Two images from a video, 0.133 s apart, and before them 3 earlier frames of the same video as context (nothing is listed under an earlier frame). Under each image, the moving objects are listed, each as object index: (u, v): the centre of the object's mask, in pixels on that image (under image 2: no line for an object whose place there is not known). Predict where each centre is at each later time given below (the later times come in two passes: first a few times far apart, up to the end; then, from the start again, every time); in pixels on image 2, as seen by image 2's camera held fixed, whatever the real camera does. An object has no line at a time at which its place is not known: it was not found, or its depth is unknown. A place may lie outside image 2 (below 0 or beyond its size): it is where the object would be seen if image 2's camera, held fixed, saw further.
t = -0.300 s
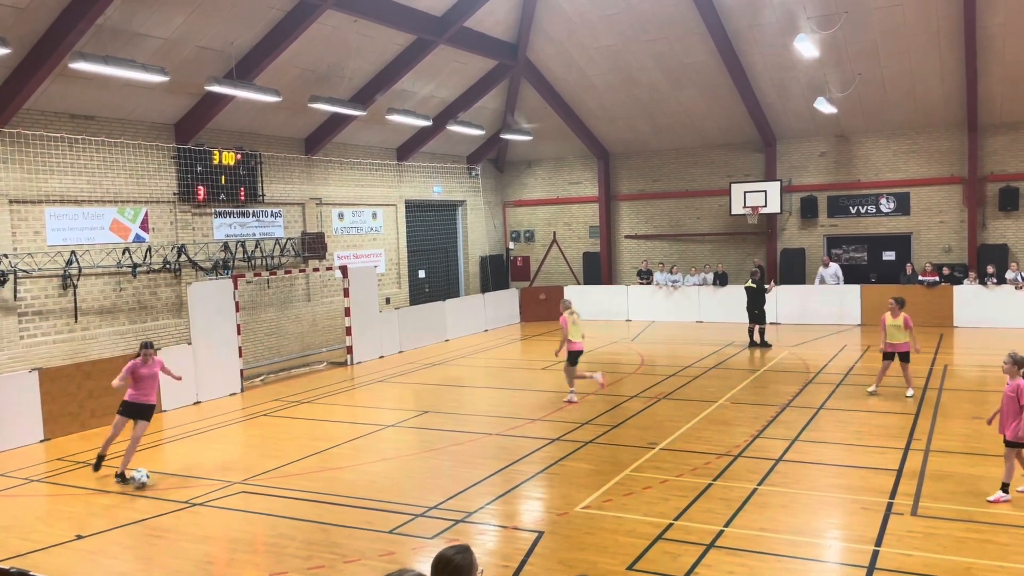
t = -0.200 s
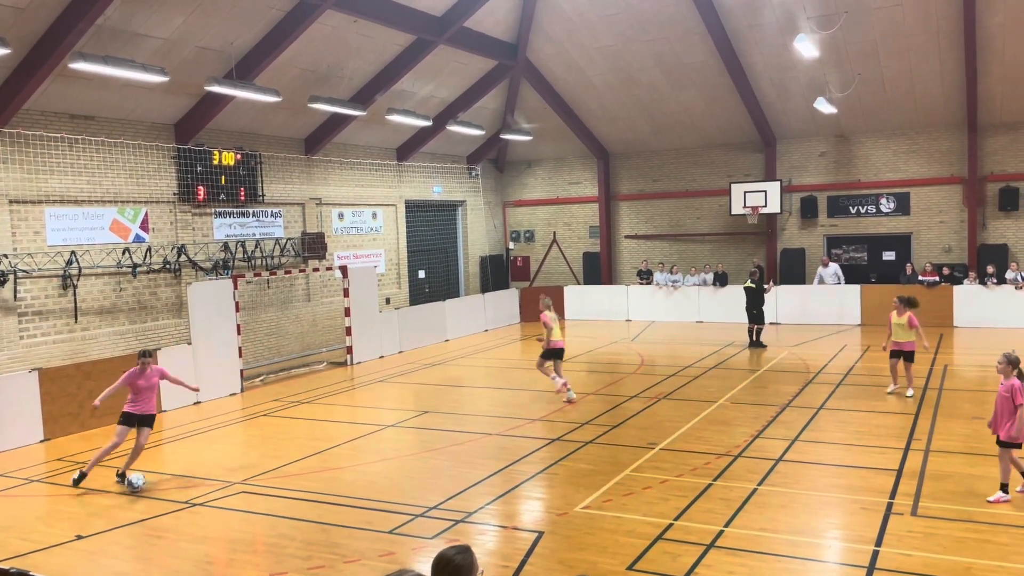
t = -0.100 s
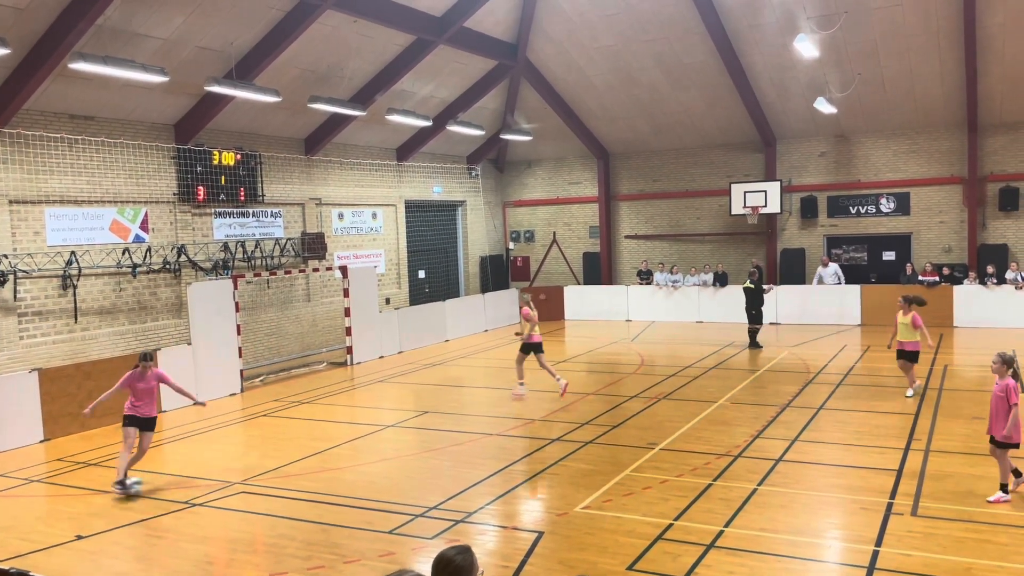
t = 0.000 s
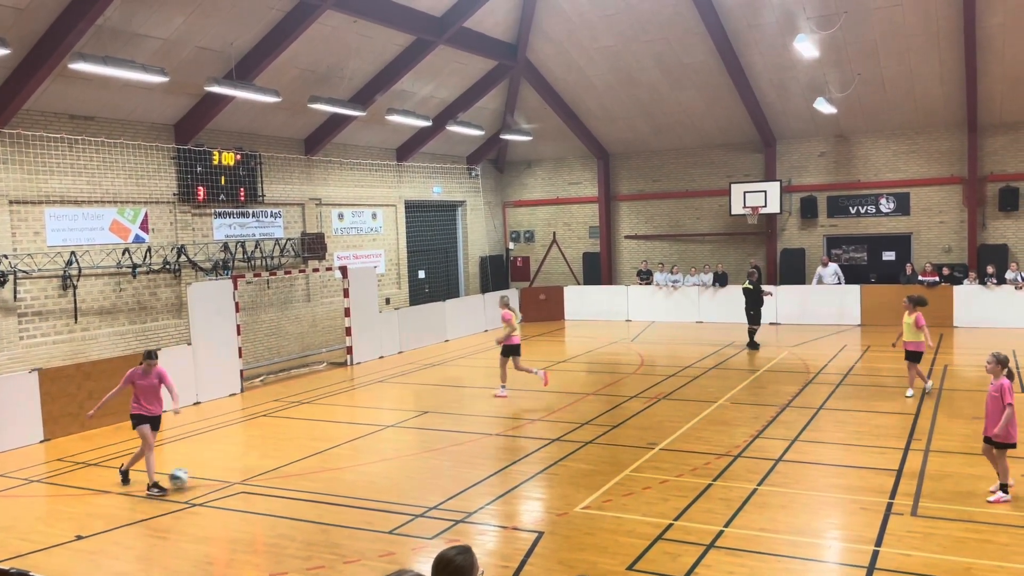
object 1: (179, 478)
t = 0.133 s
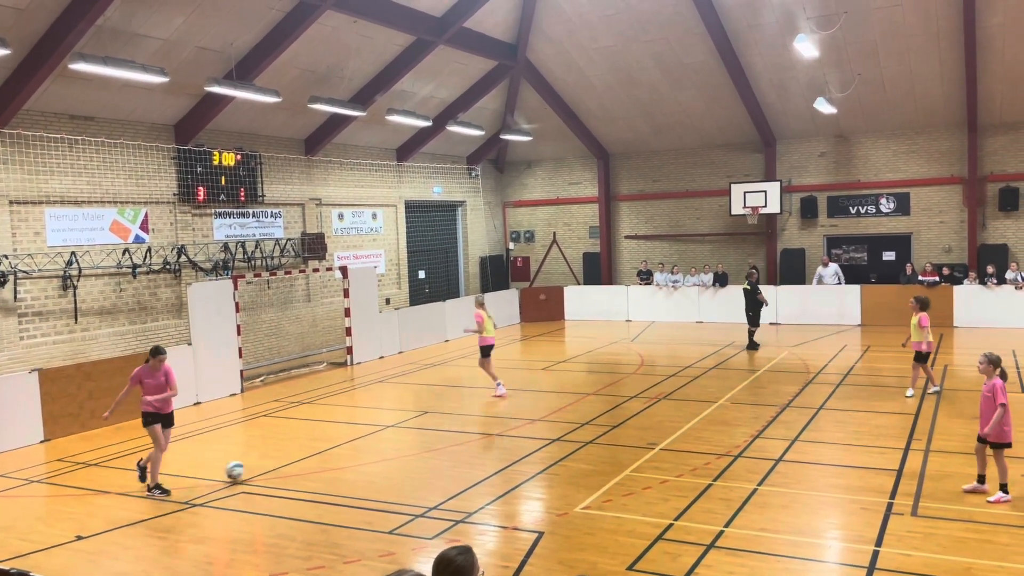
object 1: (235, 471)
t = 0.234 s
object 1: (270, 467)
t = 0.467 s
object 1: (342, 457)
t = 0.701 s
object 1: (409, 448)
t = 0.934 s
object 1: (468, 439)
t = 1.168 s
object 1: (524, 432)
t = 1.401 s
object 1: (576, 425)
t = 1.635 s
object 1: (624, 418)
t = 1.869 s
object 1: (669, 412)
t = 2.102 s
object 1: (711, 407)
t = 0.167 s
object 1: (247, 470)
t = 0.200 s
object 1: (258, 470)
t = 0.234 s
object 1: (270, 467)
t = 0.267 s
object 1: (281, 464)
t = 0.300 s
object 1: (292, 464)
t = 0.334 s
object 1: (302, 463)
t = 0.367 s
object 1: (312, 461)
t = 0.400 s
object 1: (322, 459)
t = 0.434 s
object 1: (333, 458)
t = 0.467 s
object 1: (342, 457)
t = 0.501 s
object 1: (353, 455)
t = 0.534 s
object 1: (362, 454)
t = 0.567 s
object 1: (371, 452)
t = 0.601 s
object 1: (381, 451)
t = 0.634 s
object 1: (390, 451)
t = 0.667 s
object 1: (400, 448)
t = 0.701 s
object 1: (409, 448)
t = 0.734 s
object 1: (417, 447)
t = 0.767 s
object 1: (426, 445)
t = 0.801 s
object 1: (435, 444)
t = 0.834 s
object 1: (443, 443)
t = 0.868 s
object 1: (452, 442)
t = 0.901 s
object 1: (460, 441)
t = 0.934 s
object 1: (468, 439)
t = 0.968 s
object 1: (477, 438)
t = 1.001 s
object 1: (485, 437)
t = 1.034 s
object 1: (493, 437)
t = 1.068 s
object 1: (501, 435)
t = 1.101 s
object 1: (509, 434)
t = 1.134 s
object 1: (517, 433)
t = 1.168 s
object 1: (524, 432)
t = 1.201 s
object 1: (532, 431)
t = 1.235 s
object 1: (539, 429)
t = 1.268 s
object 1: (547, 429)
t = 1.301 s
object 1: (554, 428)
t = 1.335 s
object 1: (561, 427)
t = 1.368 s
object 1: (569, 426)
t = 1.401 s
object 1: (576, 425)
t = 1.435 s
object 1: (583, 423)
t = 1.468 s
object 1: (590, 423)
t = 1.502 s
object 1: (596, 421)
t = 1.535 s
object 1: (604, 421)
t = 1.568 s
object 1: (610, 420)
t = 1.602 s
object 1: (617, 419)
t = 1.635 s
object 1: (624, 418)
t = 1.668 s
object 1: (630, 417)
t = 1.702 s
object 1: (637, 417)
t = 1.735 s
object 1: (644, 416)
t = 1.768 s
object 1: (650, 415)
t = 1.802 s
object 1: (657, 414)
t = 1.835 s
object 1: (663, 413)
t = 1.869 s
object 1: (669, 412)
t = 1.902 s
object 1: (675, 412)
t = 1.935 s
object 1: (681, 411)
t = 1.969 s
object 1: (687, 410)
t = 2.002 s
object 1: (693, 410)
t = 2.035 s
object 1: (699, 409)
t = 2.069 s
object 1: (705, 408)
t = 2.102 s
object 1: (711, 407)
